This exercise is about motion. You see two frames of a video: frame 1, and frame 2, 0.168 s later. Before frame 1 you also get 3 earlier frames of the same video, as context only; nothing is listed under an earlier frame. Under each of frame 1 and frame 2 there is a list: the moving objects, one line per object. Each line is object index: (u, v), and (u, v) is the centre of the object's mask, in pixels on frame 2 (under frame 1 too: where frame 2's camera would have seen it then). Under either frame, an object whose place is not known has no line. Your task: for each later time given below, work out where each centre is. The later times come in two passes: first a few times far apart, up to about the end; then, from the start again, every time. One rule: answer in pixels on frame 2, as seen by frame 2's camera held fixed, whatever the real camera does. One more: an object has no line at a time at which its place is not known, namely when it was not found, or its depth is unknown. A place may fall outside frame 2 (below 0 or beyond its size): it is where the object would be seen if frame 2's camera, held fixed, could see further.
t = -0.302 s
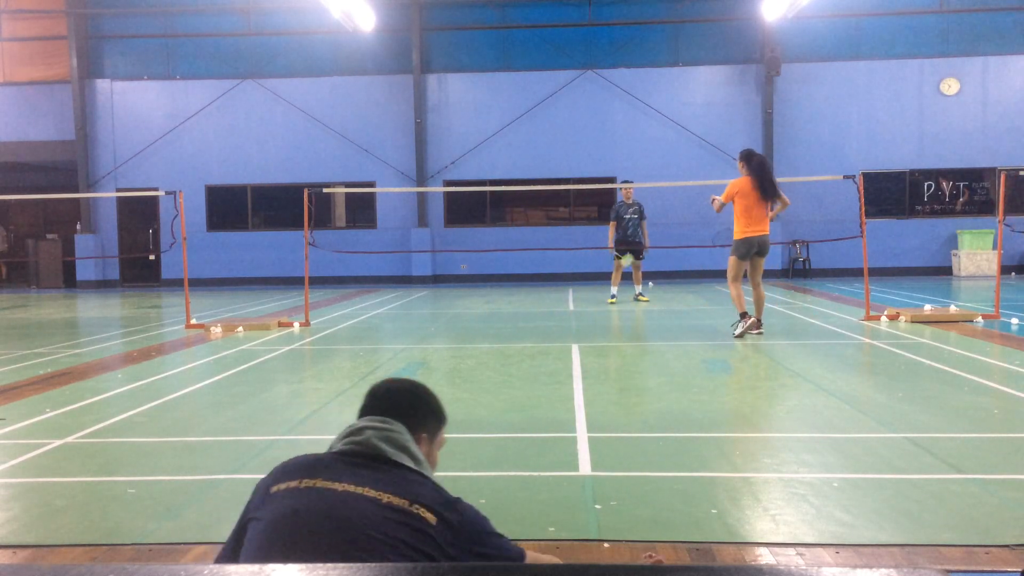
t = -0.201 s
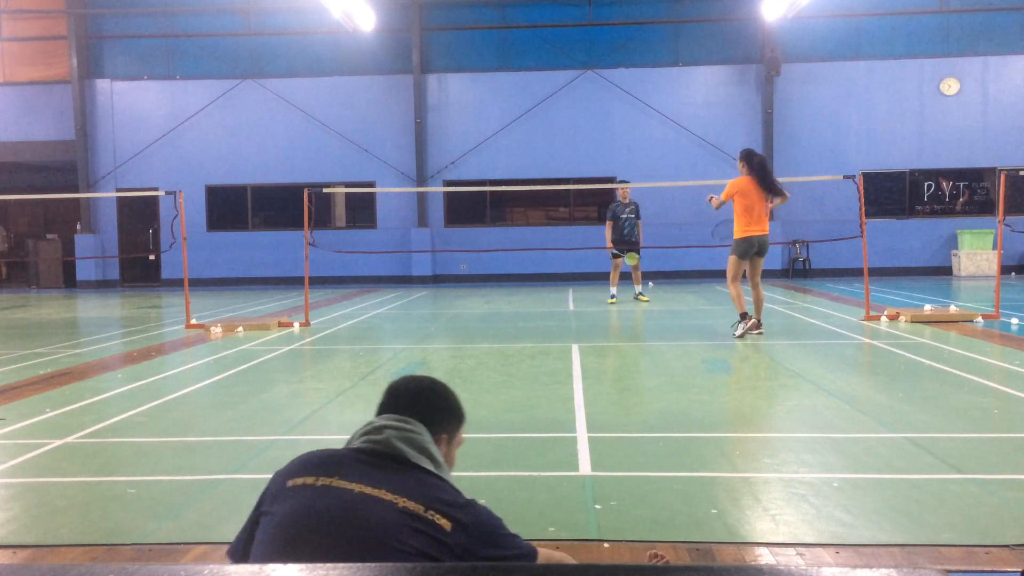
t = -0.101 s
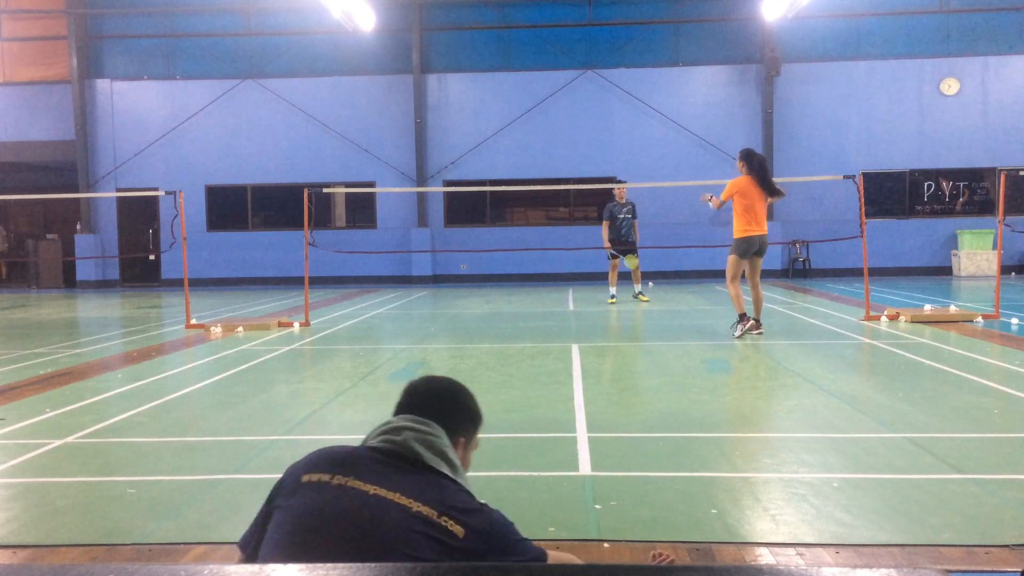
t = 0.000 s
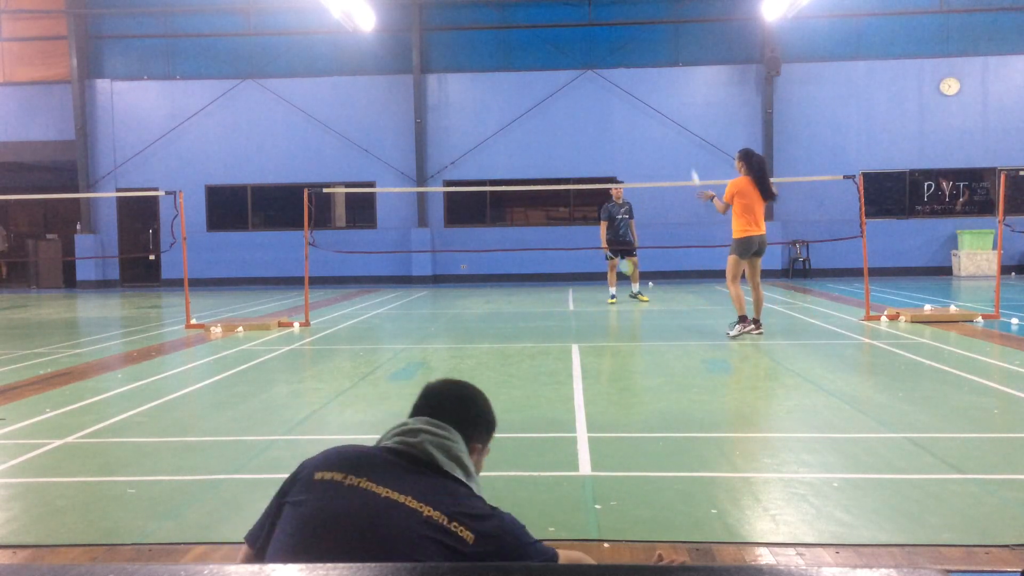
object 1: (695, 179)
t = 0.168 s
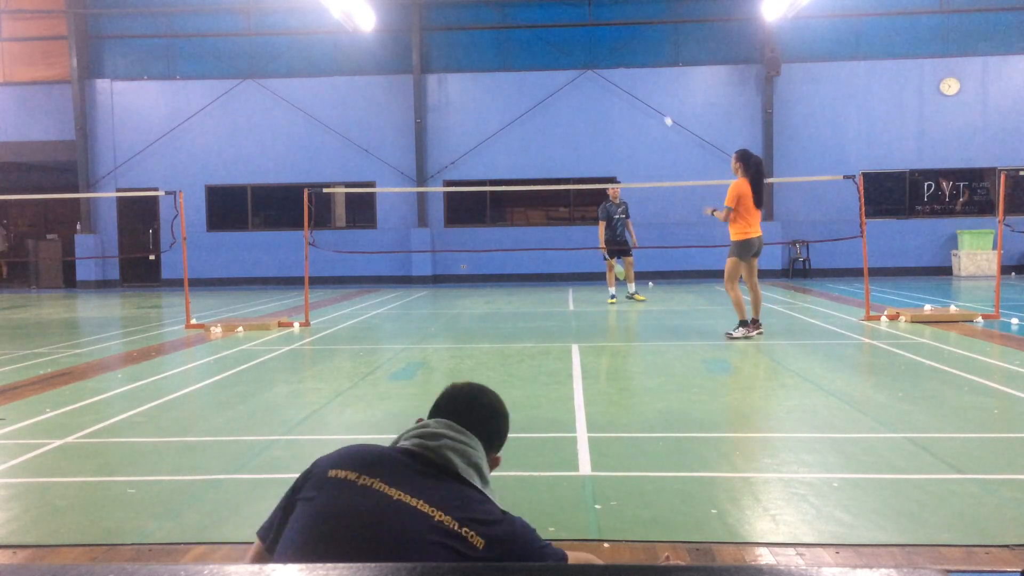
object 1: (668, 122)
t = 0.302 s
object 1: (652, 104)
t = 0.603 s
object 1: (629, 118)
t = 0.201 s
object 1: (664, 115)
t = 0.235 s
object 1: (660, 111)
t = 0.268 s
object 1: (656, 107)
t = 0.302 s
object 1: (652, 104)
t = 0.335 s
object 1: (649, 102)
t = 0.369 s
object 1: (646, 101)
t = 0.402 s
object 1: (643, 101)
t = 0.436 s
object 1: (640, 102)
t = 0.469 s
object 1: (637, 104)
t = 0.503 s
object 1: (635, 106)
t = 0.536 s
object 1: (632, 109)
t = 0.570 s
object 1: (630, 113)
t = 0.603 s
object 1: (629, 118)
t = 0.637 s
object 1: (627, 123)
